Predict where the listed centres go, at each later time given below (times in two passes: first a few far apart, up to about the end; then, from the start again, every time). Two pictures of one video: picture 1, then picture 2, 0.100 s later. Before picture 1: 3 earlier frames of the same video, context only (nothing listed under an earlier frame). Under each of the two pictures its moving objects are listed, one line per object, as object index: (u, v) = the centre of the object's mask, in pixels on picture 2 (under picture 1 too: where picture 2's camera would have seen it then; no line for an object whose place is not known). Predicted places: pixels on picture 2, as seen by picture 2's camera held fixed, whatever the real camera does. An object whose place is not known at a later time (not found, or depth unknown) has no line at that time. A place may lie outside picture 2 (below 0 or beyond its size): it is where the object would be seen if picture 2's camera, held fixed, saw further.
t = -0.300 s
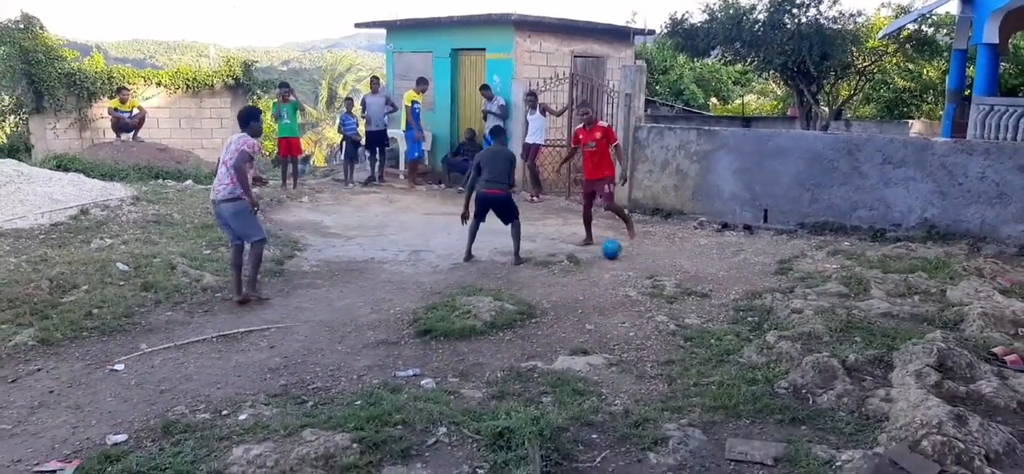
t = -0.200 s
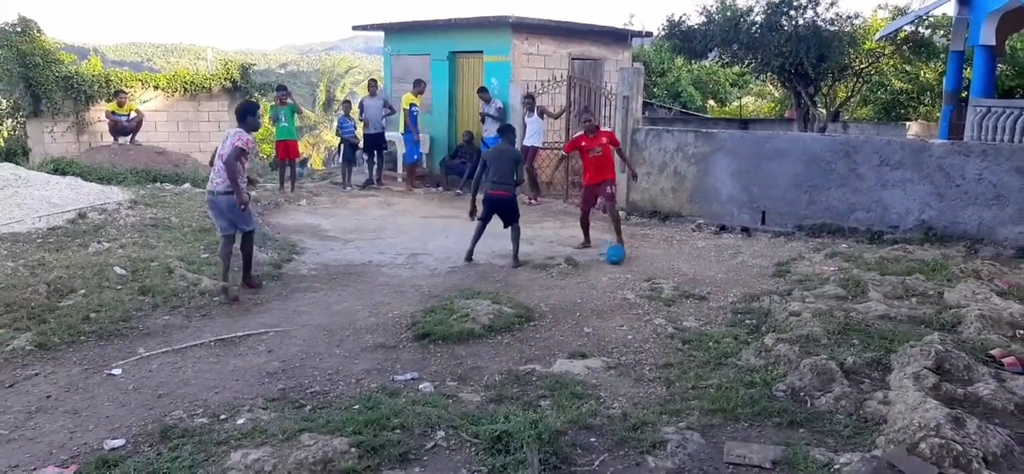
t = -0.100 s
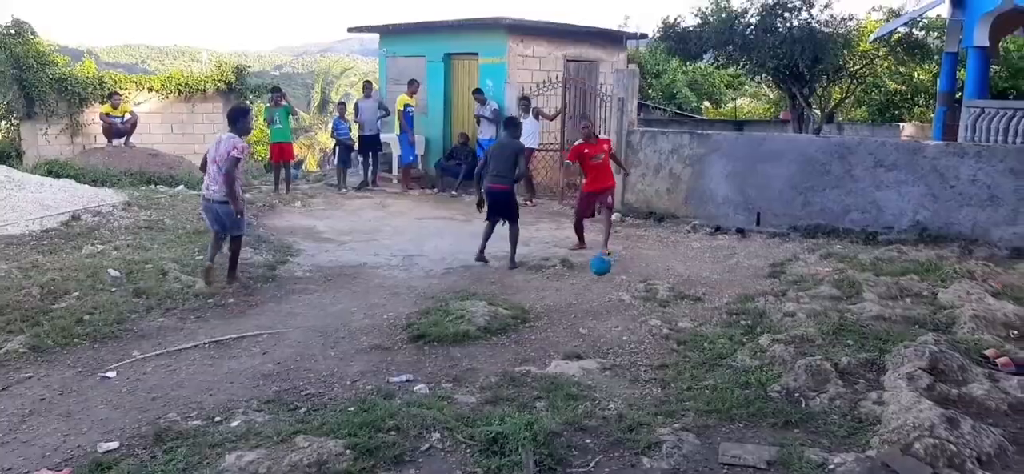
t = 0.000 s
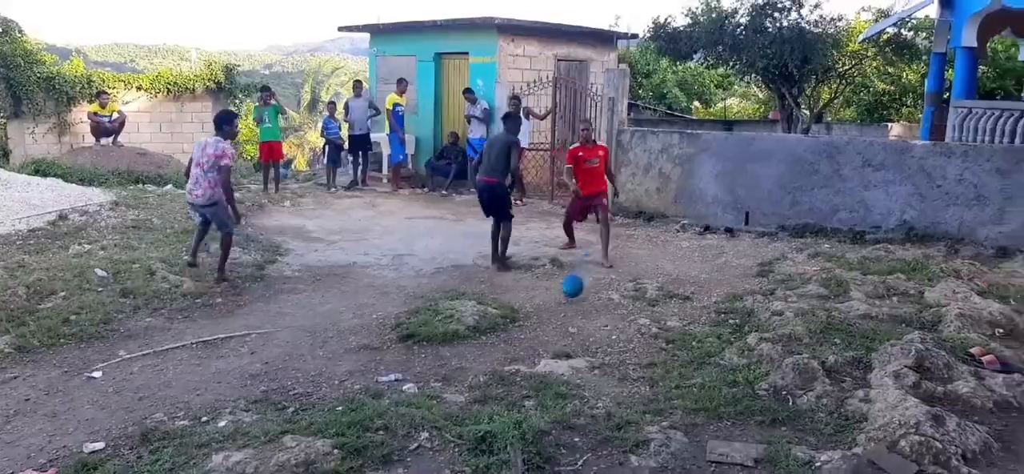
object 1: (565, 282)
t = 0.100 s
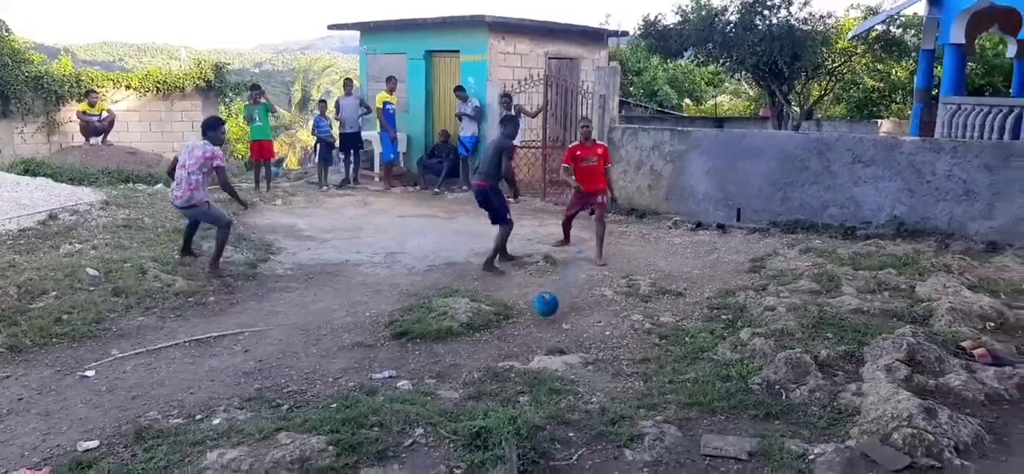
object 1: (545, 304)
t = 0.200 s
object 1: (523, 319)
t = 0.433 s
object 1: (460, 399)
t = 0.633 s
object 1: (420, 414)
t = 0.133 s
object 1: (539, 307)
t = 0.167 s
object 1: (531, 312)
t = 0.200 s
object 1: (523, 319)
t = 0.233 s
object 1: (514, 328)
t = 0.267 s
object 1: (505, 339)
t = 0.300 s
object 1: (493, 354)
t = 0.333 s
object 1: (483, 370)
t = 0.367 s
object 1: (474, 386)
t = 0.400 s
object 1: (466, 393)
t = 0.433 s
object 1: (460, 399)
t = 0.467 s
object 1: (454, 402)
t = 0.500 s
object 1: (447, 401)
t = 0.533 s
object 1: (441, 401)
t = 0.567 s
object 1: (435, 402)
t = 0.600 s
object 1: (428, 407)
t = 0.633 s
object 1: (420, 414)
